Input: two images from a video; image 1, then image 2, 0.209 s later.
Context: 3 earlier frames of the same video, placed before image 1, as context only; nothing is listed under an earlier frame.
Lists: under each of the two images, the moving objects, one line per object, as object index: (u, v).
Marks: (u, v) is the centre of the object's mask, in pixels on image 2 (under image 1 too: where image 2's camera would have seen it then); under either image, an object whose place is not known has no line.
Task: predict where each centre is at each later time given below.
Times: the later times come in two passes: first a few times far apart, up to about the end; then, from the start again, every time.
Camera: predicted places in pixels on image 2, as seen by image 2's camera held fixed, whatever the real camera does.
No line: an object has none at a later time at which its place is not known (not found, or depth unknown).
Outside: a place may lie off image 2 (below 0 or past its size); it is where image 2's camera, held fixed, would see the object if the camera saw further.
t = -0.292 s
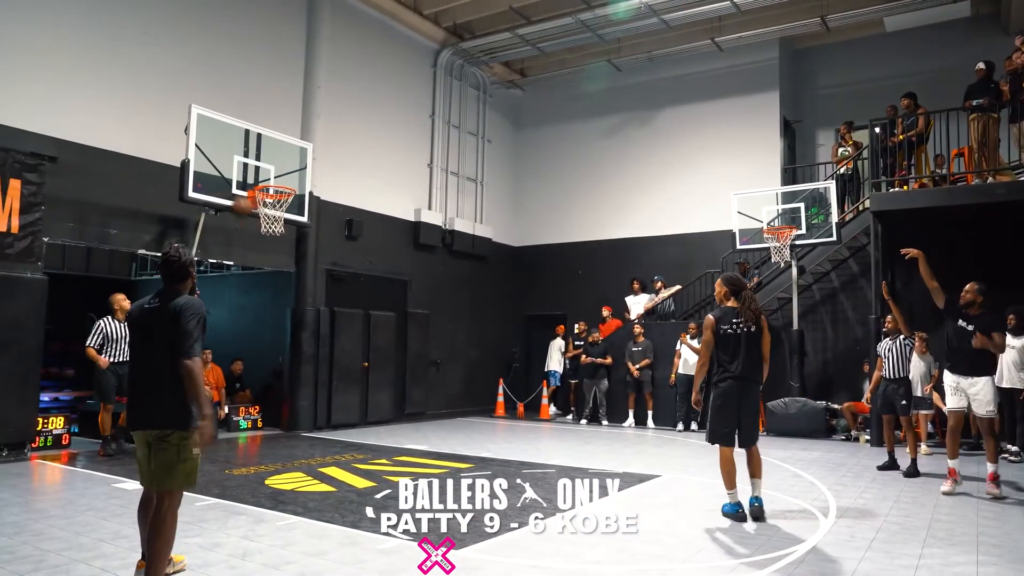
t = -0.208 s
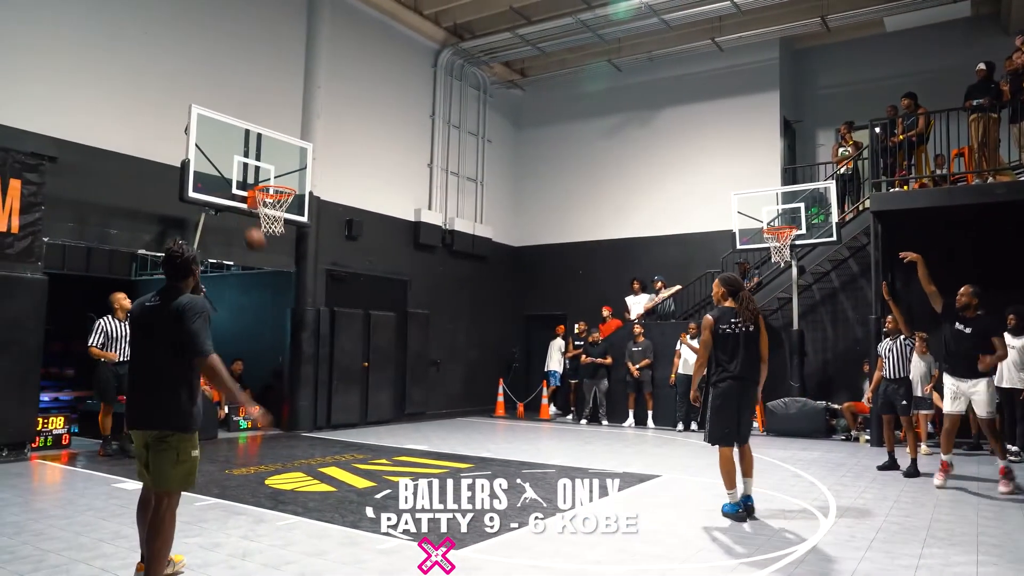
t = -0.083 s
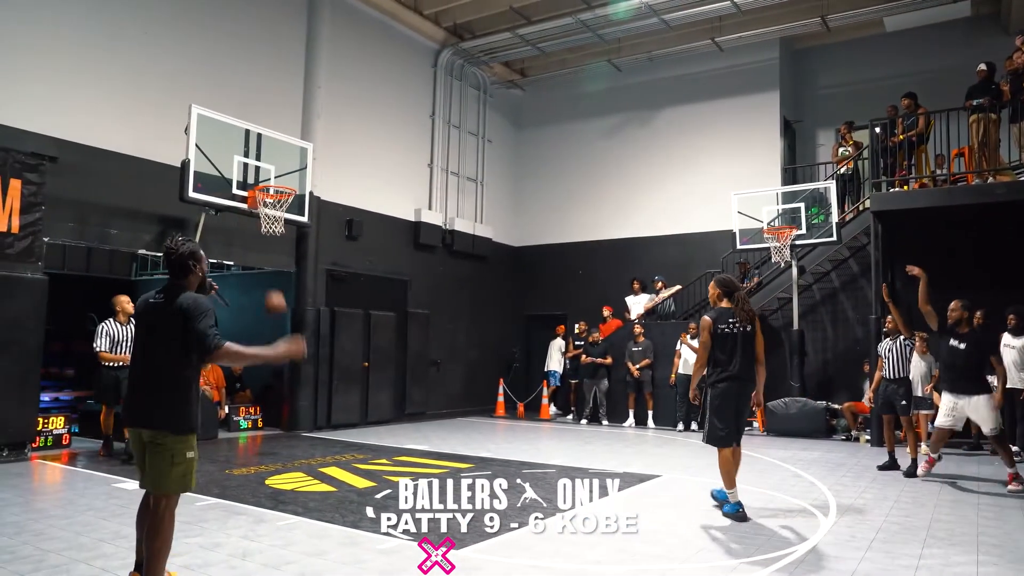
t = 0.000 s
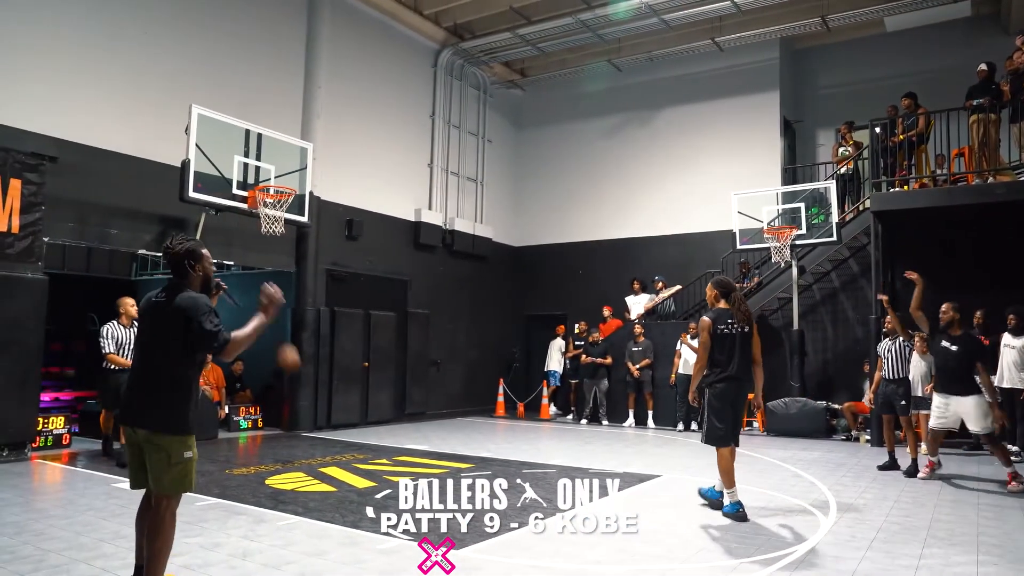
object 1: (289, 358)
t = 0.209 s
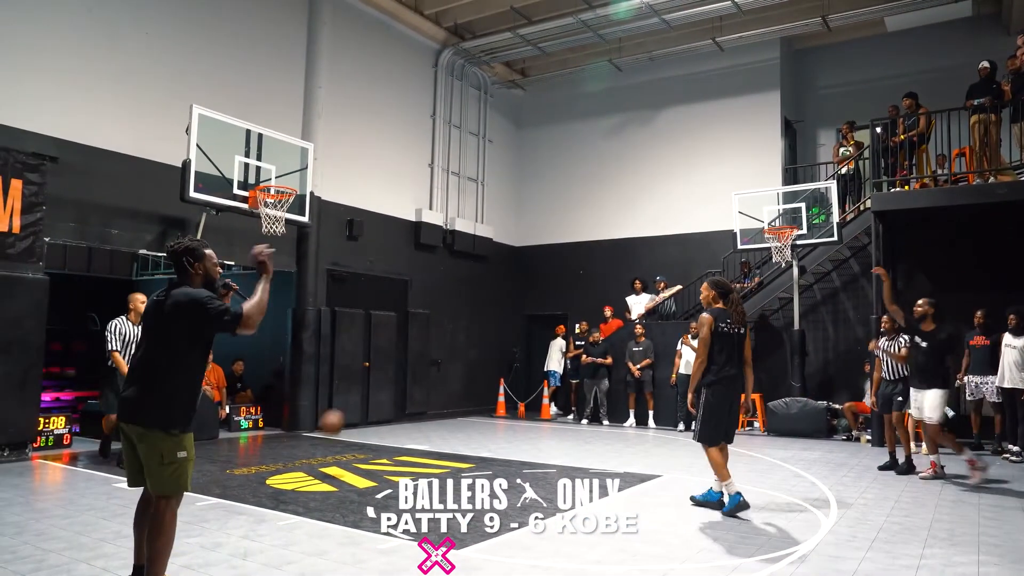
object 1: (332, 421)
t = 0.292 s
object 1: (353, 381)
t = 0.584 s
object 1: (435, 285)
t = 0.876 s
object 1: (532, 272)
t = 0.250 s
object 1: (342, 403)
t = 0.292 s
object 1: (353, 381)
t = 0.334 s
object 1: (363, 363)
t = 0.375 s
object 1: (374, 346)
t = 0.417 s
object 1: (386, 330)
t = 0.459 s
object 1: (398, 318)
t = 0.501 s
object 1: (409, 305)
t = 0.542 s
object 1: (422, 294)
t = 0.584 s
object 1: (435, 285)
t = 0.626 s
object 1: (447, 277)
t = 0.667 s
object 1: (461, 271)
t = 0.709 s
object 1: (474, 267)
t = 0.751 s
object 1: (488, 265)
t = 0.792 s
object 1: (503, 266)
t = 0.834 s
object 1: (517, 268)
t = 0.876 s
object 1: (532, 272)
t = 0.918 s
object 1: (549, 279)
